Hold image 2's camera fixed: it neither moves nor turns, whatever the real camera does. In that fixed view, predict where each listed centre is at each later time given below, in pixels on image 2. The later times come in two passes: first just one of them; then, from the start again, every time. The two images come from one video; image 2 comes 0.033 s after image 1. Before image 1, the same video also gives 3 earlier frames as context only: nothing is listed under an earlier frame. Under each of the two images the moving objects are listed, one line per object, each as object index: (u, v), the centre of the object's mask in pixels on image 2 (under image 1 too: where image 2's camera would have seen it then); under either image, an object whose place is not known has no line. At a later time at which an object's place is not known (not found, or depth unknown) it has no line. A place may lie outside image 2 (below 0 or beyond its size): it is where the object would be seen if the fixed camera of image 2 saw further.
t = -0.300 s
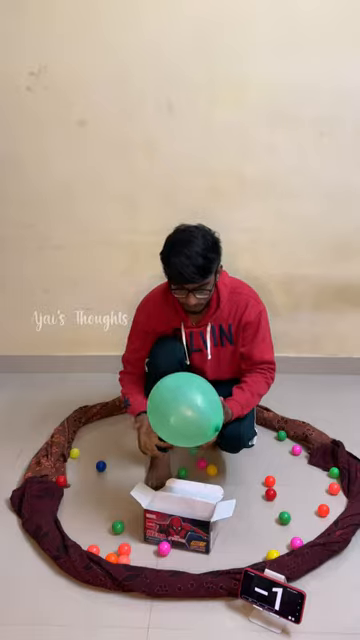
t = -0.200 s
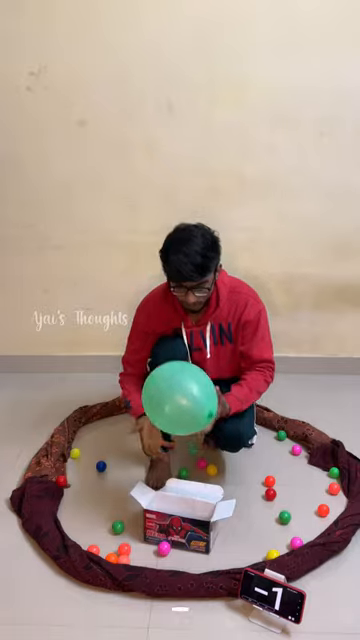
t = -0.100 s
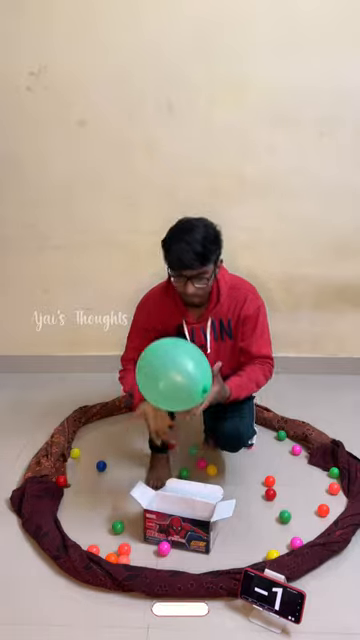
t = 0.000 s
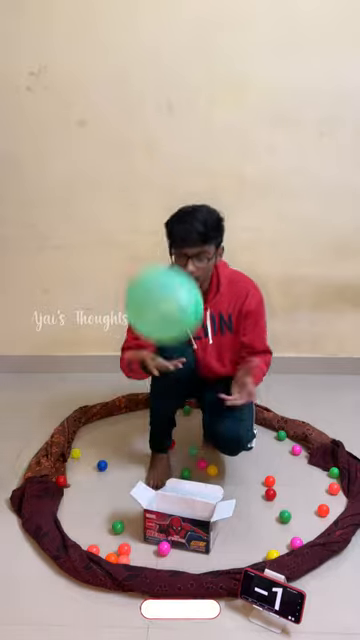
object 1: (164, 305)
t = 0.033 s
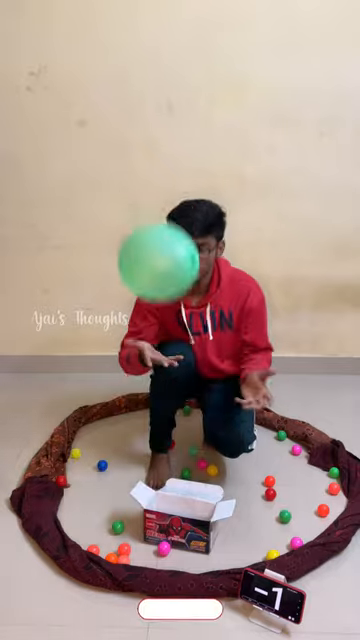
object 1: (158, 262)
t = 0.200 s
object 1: (142, 93)
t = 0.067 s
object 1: (154, 222)
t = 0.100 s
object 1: (149, 182)
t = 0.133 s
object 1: (146, 147)
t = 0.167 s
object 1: (144, 118)
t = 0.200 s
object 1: (142, 93)
